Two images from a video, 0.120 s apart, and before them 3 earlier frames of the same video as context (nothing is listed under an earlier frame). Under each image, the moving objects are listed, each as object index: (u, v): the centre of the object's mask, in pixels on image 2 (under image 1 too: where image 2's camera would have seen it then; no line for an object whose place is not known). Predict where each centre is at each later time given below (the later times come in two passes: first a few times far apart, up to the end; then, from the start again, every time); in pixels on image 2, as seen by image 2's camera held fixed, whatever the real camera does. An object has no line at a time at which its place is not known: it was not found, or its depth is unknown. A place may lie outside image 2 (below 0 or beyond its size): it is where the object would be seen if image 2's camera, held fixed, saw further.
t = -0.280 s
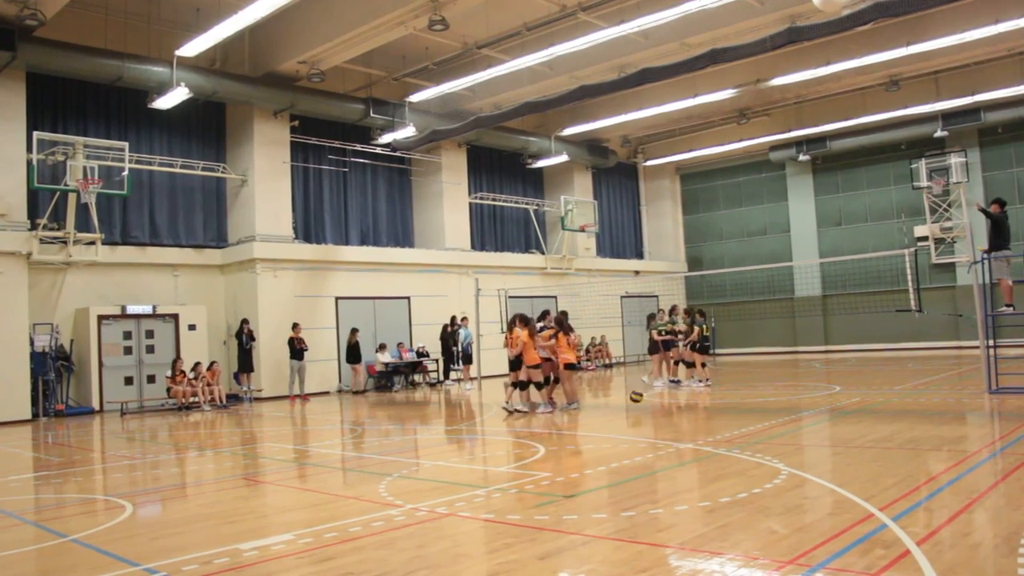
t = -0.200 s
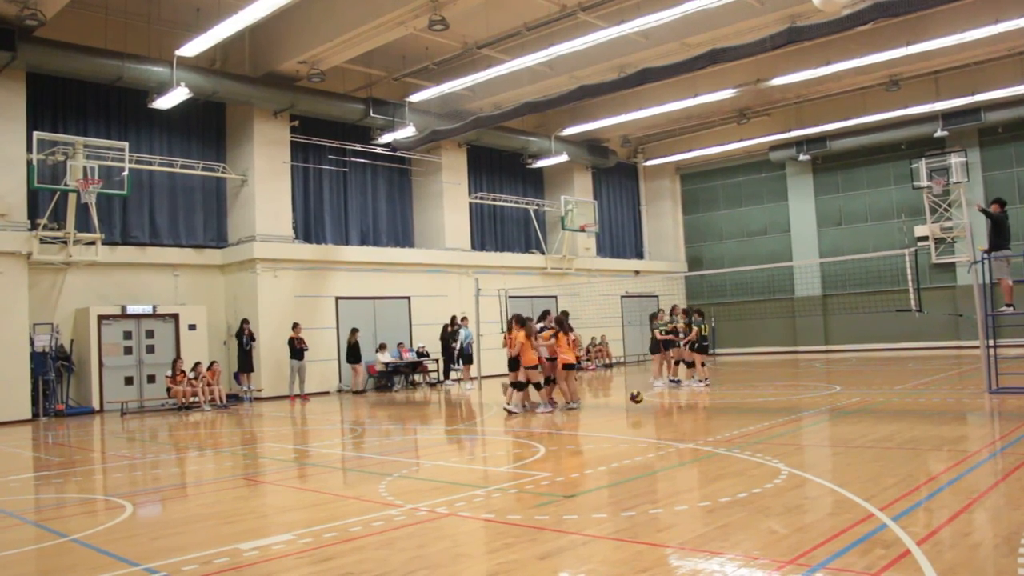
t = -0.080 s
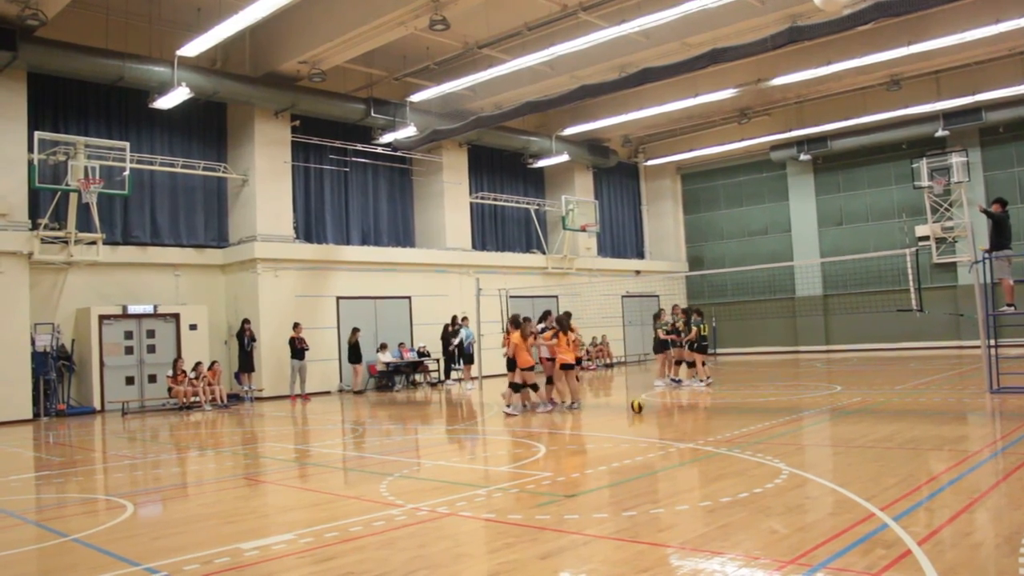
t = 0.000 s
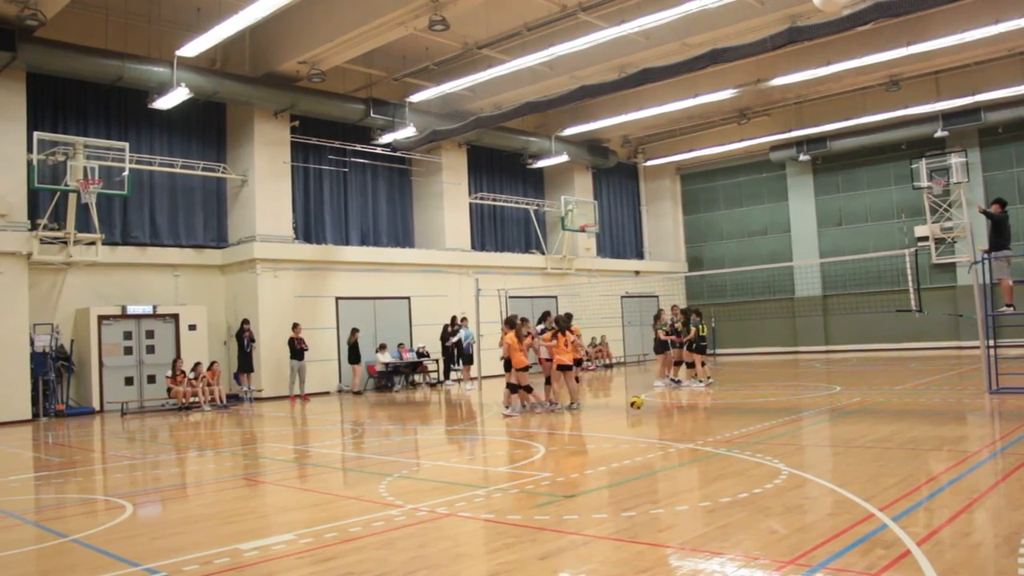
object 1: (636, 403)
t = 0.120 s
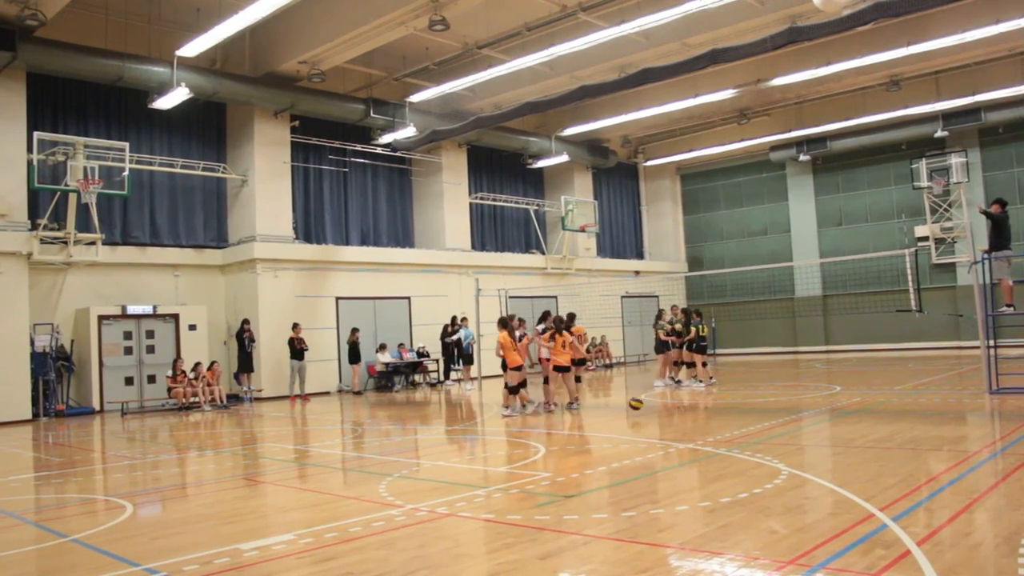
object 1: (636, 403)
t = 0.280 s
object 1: (635, 406)
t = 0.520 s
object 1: (634, 409)
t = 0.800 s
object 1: (634, 416)
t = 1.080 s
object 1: (632, 419)
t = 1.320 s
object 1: (629, 423)
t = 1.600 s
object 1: (627, 427)
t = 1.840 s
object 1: (625, 430)
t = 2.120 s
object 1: (622, 435)
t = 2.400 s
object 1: (617, 439)
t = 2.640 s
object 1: (614, 444)
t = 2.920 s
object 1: (608, 449)
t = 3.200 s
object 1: (602, 455)
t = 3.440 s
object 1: (596, 459)
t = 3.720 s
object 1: (589, 466)
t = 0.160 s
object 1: (635, 406)
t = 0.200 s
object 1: (635, 410)
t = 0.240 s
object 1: (635, 407)
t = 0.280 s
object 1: (635, 406)
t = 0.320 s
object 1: (634, 406)
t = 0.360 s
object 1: (635, 407)
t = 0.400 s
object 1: (635, 410)
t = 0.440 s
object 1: (635, 412)
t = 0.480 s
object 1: (634, 410)
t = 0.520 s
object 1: (634, 409)
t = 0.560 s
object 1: (634, 410)
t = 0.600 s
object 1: (634, 411)
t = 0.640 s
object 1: (634, 414)
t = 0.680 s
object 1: (634, 413)
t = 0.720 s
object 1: (633, 413)
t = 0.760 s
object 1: (634, 414)
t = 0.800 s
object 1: (634, 416)
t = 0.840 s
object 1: (633, 416)
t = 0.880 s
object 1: (633, 415)
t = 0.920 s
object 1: (632, 416)
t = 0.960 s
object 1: (633, 418)
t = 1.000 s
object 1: (633, 417)
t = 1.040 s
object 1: (632, 417)
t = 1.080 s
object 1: (632, 419)
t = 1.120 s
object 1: (631, 419)
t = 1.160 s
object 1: (631, 419)
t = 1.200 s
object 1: (631, 421)
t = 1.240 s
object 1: (631, 421)
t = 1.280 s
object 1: (630, 422)
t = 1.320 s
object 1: (629, 423)
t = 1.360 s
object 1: (630, 423)
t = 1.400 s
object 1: (629, 424)
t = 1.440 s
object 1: (629, 424)
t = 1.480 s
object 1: (629, 425)
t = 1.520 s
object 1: (628, 425)
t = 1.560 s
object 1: (628, 426)
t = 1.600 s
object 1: (627, 427)
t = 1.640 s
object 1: (627, 427)
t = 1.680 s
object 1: (627, 428)
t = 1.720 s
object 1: (626, 429)
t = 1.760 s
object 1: (626, 429)
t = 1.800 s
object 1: (625, 430)
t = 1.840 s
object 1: (625, 430)
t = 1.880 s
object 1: (624, 431)
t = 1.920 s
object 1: (624, 431)
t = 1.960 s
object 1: (624, 432)
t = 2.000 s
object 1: (623, 433)
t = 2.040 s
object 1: (623, 433)
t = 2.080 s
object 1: (622, 434)
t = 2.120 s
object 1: (622, 435)
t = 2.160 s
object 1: (621, 436)
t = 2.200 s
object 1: (620, 436)
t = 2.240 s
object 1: (620, 437)
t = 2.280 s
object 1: (619, 437)
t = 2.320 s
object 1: (619, 438)
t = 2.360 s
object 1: (618, 439)
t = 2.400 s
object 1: (617, 439)
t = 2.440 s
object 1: (617, 440)
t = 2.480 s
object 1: (616, 440)
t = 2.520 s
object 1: (616, 441)
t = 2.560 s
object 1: (615, 442)
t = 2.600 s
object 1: (615, 443)
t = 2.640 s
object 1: (614, 444)
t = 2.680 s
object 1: (613, 444)
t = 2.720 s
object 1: (612, 445)
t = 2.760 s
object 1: (612, 445)
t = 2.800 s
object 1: (611, 447)
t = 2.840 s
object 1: (610, 447)
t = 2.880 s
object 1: (609, 448)
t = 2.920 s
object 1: (608, 449)
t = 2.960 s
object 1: (608, 449)
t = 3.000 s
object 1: (607, 450)
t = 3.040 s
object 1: (606, 451)
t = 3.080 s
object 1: (605, 452)
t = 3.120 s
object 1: (604, 454)
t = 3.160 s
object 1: (603, 454)
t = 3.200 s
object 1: (602, 455)
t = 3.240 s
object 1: (601, 456)
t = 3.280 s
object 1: (600, 457)
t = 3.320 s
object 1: (599, 457)
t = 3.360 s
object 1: (598, 458)
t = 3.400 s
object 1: (597, 459)
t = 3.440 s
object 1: (596, 459)
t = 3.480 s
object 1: (595, 461)
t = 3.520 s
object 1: (594, 462)
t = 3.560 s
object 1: (593, 463)
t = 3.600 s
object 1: (592, 464)
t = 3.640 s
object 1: (591, 465)
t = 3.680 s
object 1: (589, 466)
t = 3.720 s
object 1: (589, 466)
